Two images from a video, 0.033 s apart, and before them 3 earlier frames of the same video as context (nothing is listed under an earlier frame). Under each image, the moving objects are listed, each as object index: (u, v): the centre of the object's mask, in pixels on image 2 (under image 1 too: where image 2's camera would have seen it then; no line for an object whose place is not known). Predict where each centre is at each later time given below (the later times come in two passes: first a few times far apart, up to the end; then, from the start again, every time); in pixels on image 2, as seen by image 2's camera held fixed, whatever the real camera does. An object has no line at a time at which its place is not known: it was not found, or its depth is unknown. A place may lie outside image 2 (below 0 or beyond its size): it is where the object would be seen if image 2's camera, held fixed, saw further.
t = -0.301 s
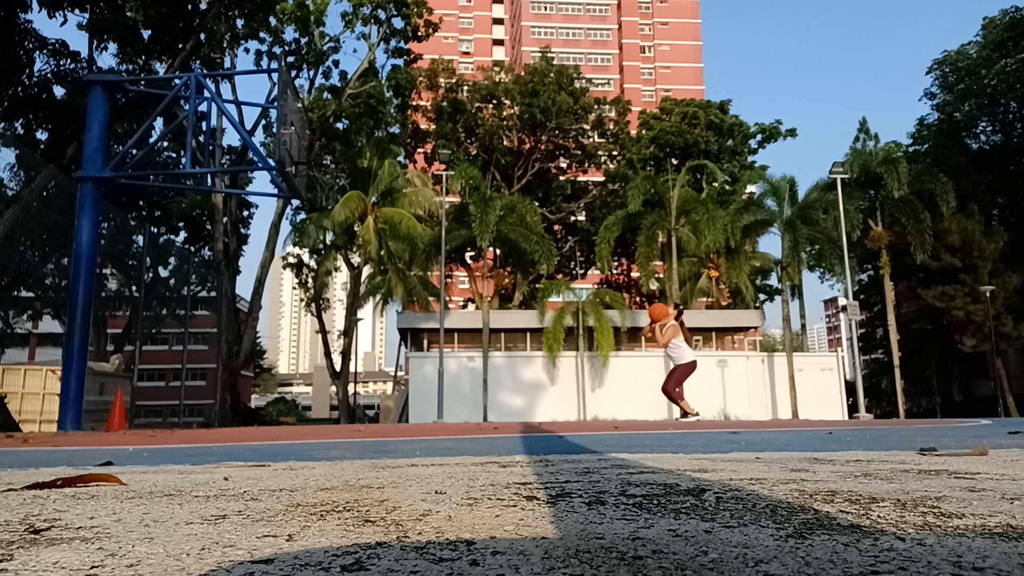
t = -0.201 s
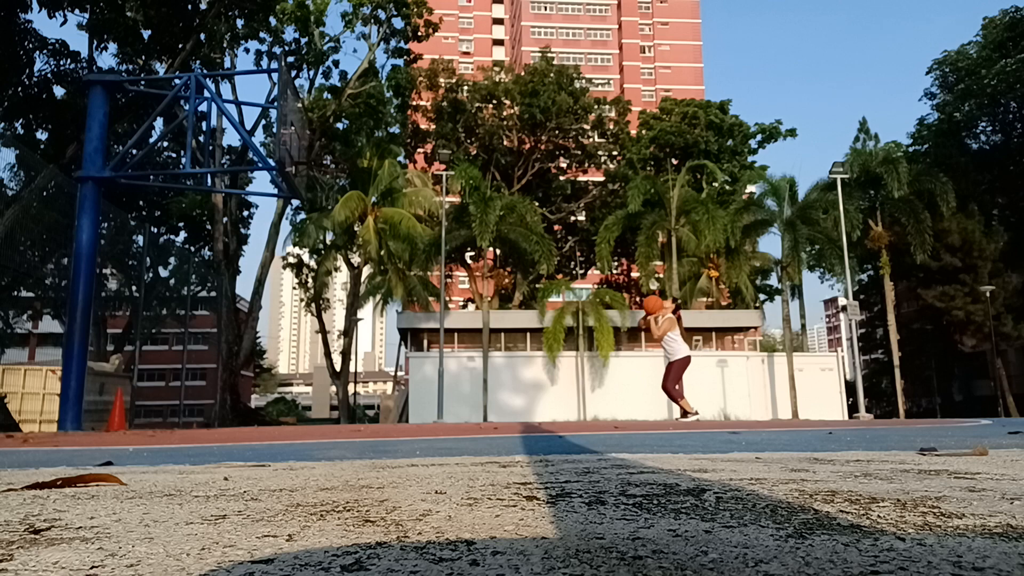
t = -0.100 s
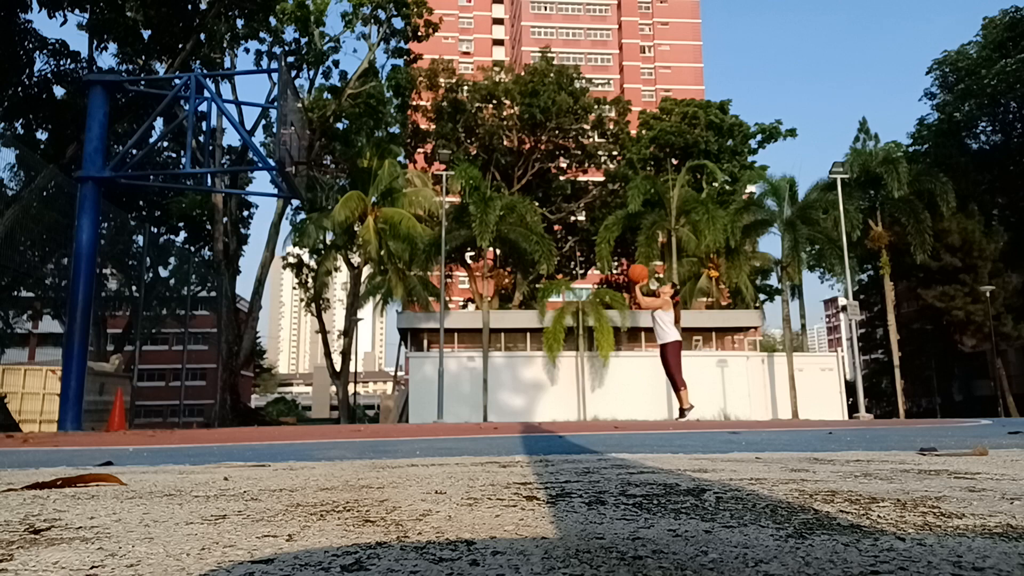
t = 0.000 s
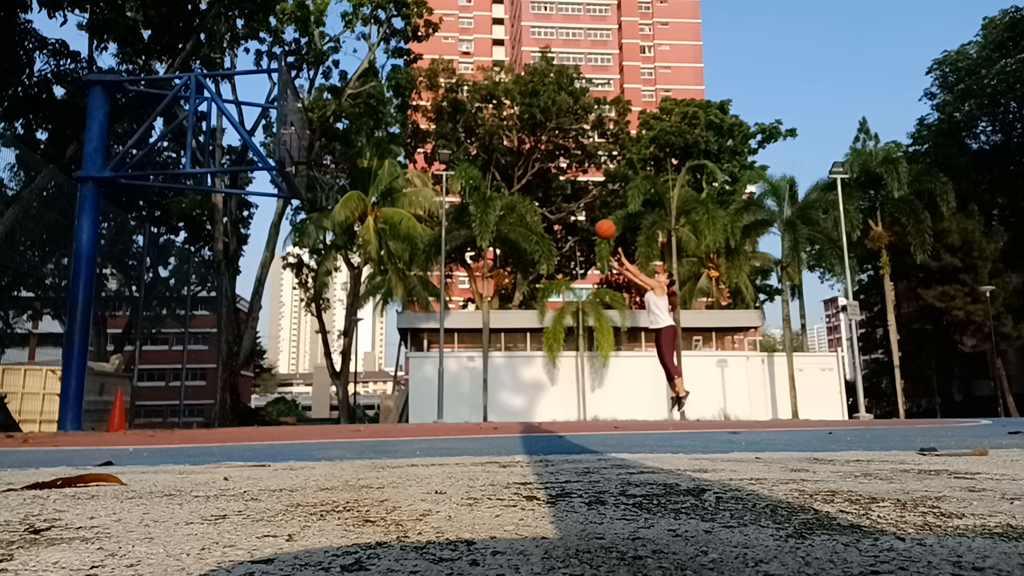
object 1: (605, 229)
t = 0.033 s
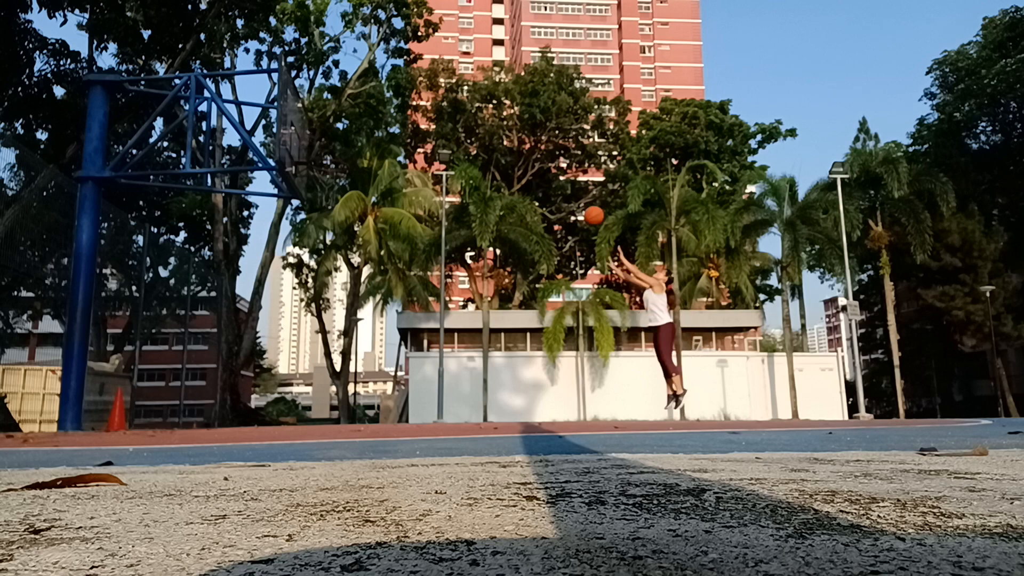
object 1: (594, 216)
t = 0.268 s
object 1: (515, 146)
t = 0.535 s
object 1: (426, 120)
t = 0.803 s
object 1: (335, 150)
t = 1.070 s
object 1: (317, 155)
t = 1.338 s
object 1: (318, 196)
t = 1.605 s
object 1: (329, 270)
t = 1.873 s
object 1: (336, 388)
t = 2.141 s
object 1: (345, 340)
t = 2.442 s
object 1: (354, 289)
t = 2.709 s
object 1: (359, 292)
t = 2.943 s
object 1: (364, 329)
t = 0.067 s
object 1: (582, 203)
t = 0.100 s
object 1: (571, 191)
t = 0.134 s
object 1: (559, 180)
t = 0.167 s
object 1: (549, 170)
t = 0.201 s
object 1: (538, 162)
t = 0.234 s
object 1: (526, 154)
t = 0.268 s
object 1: (515, 146)
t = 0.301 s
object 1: (504, 141)
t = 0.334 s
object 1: (493, 136)
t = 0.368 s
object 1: (482, 131)
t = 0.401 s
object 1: (470, 127)
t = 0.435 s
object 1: (459, 124)
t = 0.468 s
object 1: (448, 122)
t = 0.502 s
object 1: (437, 121)
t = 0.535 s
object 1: (426, 120)
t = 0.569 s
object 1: (414, 121)
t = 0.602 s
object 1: (404, 123)
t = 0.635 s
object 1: (392, 125)
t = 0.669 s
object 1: (381, 128)
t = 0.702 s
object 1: (370, 133)
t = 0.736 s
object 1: (358, 137)
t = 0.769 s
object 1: (347, 143)
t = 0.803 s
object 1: (335, 150)
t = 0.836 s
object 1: (326, 154)
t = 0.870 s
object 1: (320, 154)
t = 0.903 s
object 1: (317, 154)
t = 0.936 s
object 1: (317, 153)
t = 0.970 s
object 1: (317, 153)
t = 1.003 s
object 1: (317, 153)
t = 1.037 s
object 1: (317, 154)
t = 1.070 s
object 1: (317, 155)
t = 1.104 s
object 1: (318, 158)
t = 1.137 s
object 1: (318, 162)
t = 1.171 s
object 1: (318, 166)
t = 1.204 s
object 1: (317, 171)
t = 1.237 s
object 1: (316, 177)
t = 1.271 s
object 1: (316, 184)
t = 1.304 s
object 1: (316, 190)
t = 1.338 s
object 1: (318, 196)
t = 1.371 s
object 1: (320, 203)
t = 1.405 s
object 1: (322, 211)
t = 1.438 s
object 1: (323, 219)
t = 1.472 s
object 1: (324, 228)
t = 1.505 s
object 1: (326, 237)
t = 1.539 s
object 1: (327, 248)
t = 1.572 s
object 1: (328, 259)
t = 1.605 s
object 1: (329, 270)
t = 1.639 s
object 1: (330, 282)
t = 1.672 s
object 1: (331, 296)
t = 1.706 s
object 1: (332, 309)
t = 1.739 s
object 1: (333, 324)
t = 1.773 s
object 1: (334, 338)
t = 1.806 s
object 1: (334, 355)
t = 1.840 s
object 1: (335, 371)
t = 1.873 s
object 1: (336, 388)
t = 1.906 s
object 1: (337, 406)
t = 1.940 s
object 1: (338, 413)
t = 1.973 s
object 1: (339, 399)
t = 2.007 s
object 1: (340, 385)
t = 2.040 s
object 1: (341, 373)
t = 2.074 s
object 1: (343, 361)
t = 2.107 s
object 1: (344, 350)
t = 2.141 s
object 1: (345, 340)
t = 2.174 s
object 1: (346, 332)
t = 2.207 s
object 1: (348, 324)
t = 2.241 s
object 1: (349, 316)
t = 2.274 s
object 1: (350, 310)
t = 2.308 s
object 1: (351, 304)
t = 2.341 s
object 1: (351, 299)
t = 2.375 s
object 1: (352, 295)
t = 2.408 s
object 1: (353, 292)
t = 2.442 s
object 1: (354, 289)
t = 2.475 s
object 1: (355, 287)
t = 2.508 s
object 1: (355, 286)
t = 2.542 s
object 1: (356, 285)
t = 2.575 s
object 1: (357, 285)
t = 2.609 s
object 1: (357, 285)
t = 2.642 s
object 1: (358, 287)
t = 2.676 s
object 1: (358, 289)
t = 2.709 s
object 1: (359, 292)
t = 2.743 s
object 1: (360, 296)
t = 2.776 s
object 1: (361, 300)
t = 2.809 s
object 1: (362, 303)
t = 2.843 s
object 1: (362, 309)
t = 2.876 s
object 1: (362, 315)
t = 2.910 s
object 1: (363, 322)
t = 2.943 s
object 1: (364, 329)
